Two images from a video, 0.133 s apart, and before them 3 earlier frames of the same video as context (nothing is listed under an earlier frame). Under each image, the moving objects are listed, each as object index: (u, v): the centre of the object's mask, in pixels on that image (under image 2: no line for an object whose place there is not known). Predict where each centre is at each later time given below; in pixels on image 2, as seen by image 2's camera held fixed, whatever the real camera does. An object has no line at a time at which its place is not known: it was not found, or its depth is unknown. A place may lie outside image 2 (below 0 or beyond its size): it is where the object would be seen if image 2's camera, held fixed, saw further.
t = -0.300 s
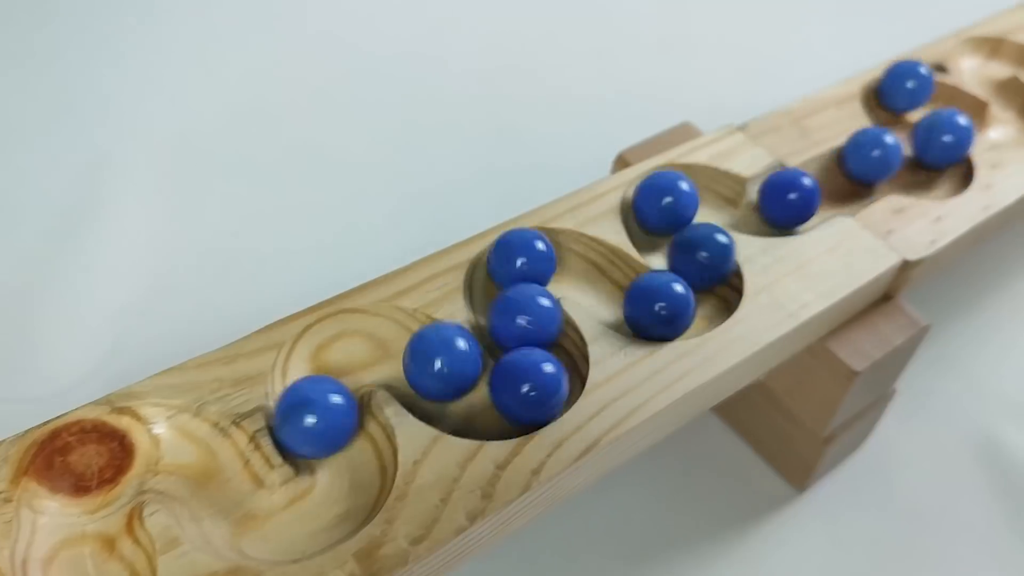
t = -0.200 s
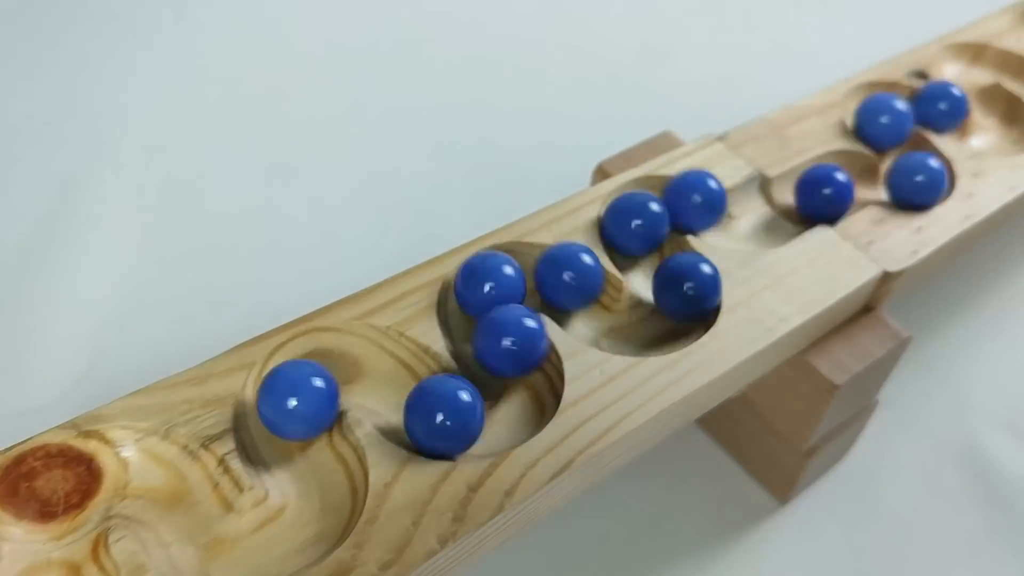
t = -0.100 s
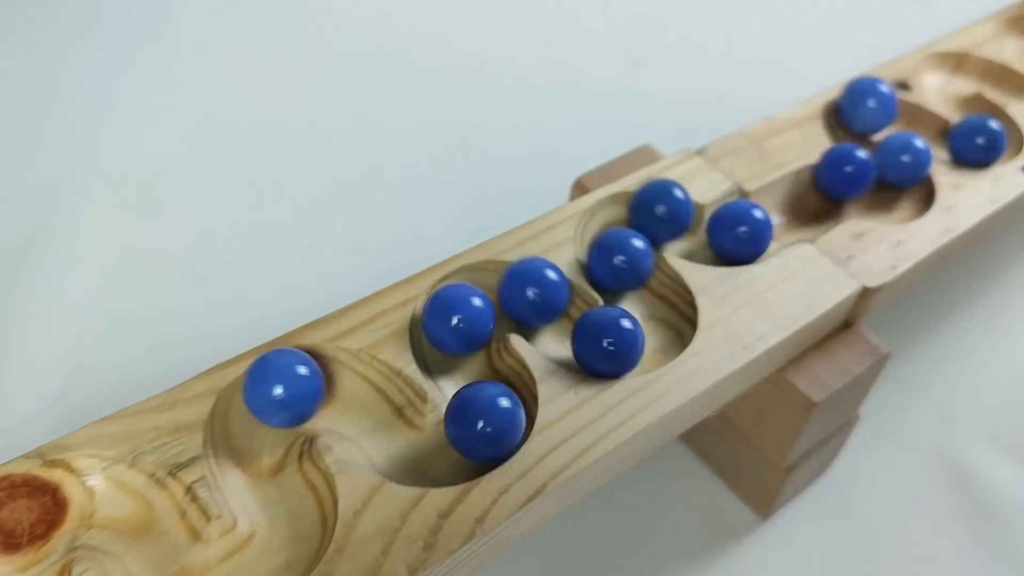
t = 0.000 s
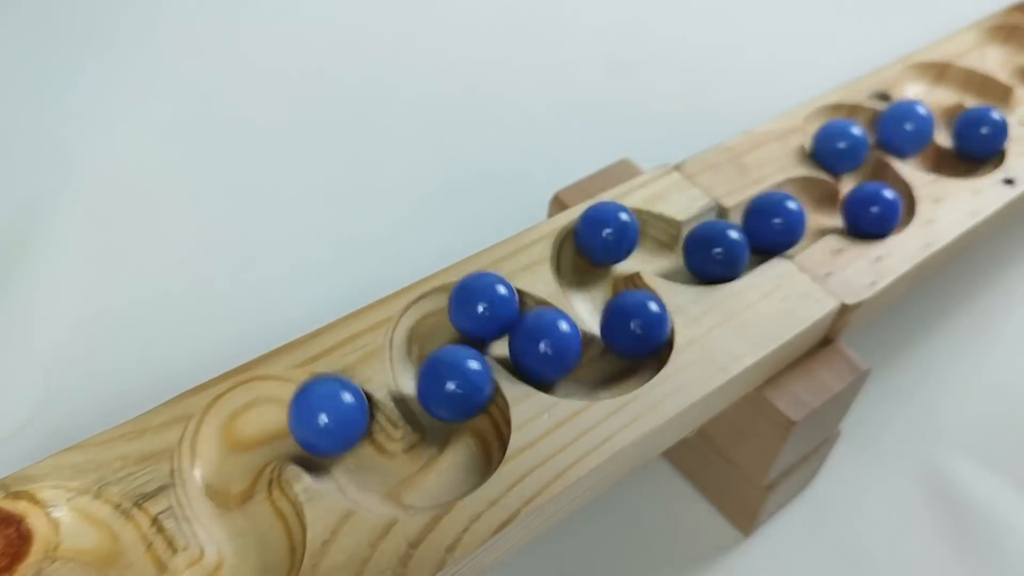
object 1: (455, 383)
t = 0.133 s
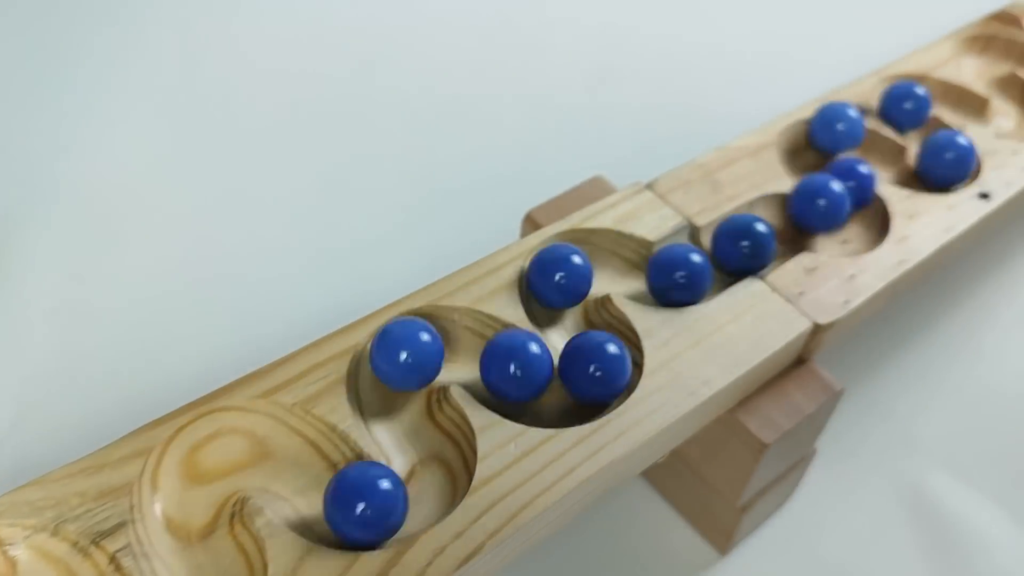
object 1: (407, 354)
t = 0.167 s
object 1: (422, 335)
